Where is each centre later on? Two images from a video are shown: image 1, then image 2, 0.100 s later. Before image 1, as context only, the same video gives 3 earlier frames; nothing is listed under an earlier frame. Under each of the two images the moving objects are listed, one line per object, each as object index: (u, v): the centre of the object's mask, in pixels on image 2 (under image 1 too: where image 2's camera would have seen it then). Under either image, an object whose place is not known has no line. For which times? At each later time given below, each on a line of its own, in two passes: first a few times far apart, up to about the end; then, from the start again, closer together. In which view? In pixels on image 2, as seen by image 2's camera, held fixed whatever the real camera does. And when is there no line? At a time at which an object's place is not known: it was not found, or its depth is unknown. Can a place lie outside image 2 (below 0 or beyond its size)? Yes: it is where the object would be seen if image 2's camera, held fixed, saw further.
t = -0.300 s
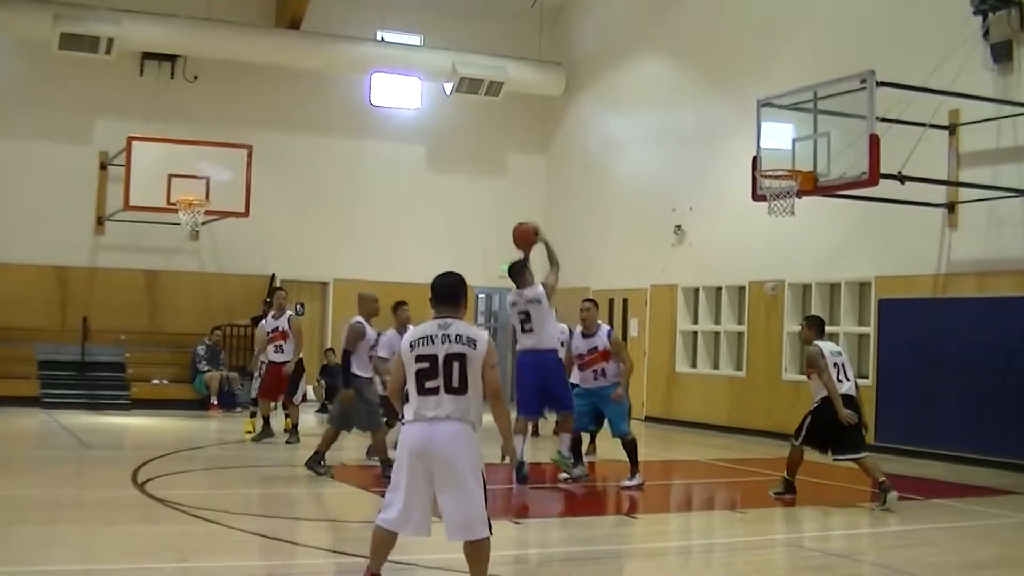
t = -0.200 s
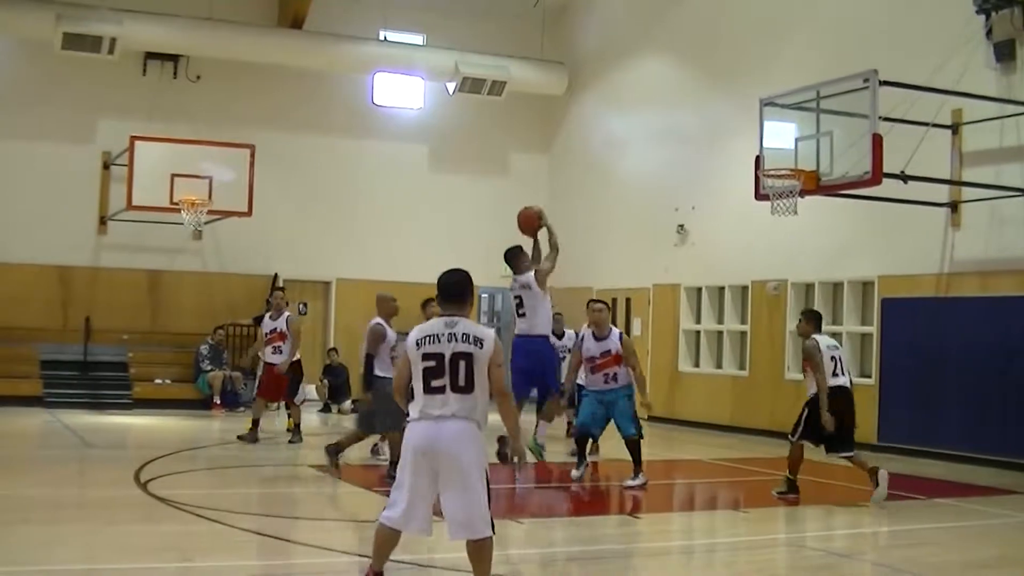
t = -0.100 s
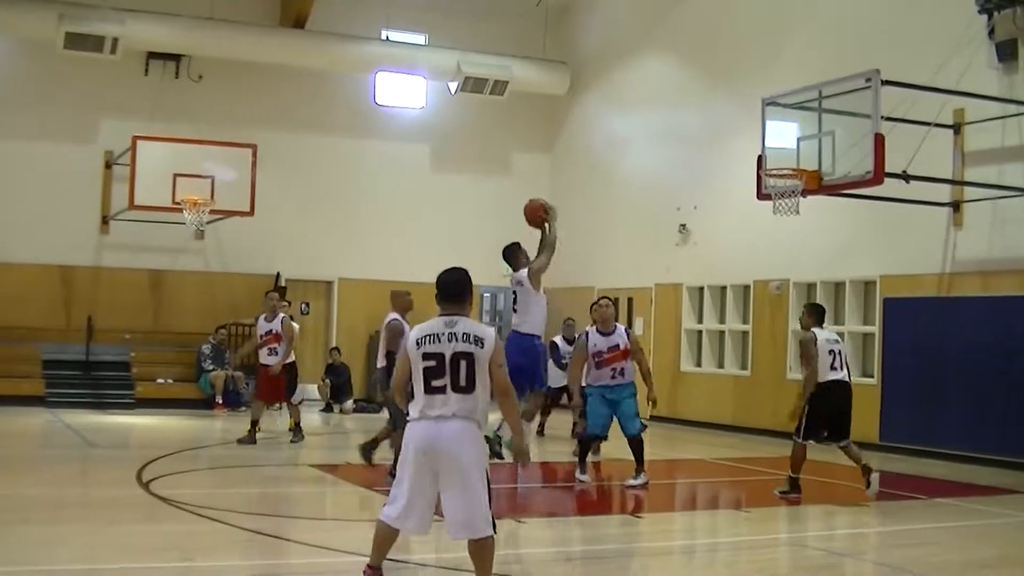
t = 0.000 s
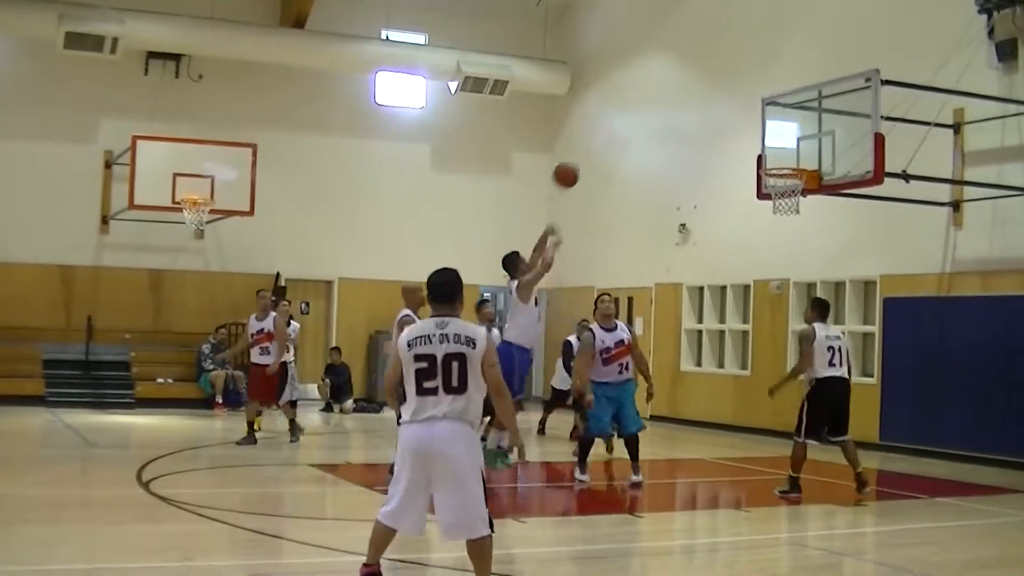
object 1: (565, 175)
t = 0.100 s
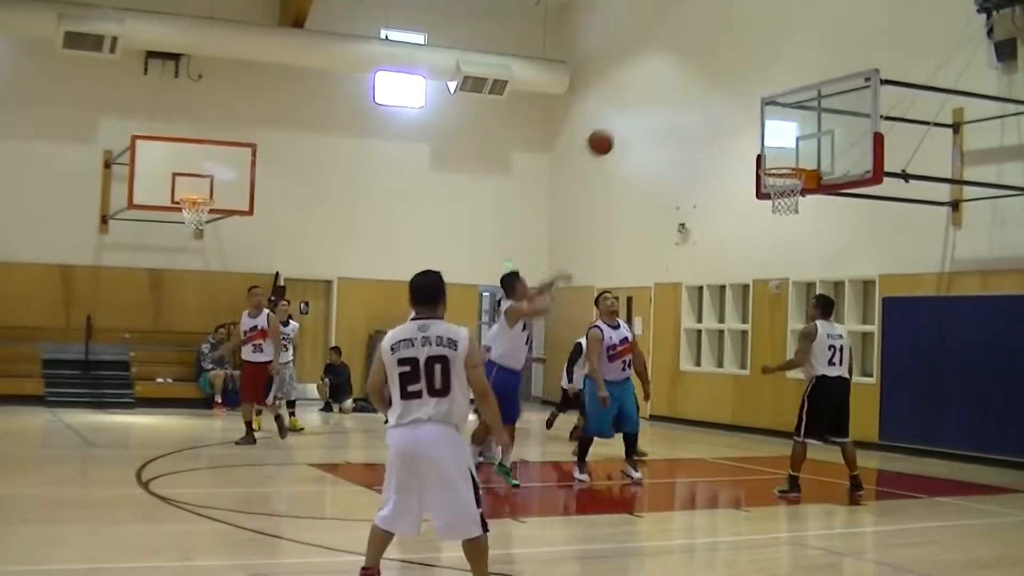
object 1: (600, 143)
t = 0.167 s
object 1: (623, 128)
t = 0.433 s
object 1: (706, 118)
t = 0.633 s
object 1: (762, 157)
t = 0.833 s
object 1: (780, 151)
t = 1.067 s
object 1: (791, 147)
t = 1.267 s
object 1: (792, 152)
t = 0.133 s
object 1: (611, 135)
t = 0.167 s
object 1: (623, 128)
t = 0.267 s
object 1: (655, 115)
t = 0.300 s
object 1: (665, 114)
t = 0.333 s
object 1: (676, 113)
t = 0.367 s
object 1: (686, 113)
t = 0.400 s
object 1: (696, 115)
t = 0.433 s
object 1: (706, 118)
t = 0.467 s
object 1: (715, 121)
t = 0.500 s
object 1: (725, 126)
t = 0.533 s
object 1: (735, 132)
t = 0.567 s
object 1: (744, 139)
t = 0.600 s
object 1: (753, 147)
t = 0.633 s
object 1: (762, 157)
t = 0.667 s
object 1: (765, 156)
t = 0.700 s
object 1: (768, 153)
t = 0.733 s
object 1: (772, 151)
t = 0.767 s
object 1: (774, 150)
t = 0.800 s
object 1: (777, 150)
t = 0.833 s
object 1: (780, 151)
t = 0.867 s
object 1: (783, 154)
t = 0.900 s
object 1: (786, 157)
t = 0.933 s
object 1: (788, 160)
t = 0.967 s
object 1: (789, 158)
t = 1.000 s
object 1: (790, 154)
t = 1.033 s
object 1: (790, 150)
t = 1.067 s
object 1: (791, 147)
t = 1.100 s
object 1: (791, 145)
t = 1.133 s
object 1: (792, 145)
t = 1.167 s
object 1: (792, 145)
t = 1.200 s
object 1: (792, 146)
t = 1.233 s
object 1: (792, 149)
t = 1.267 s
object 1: (792, 152)
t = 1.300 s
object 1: (792, 156)
